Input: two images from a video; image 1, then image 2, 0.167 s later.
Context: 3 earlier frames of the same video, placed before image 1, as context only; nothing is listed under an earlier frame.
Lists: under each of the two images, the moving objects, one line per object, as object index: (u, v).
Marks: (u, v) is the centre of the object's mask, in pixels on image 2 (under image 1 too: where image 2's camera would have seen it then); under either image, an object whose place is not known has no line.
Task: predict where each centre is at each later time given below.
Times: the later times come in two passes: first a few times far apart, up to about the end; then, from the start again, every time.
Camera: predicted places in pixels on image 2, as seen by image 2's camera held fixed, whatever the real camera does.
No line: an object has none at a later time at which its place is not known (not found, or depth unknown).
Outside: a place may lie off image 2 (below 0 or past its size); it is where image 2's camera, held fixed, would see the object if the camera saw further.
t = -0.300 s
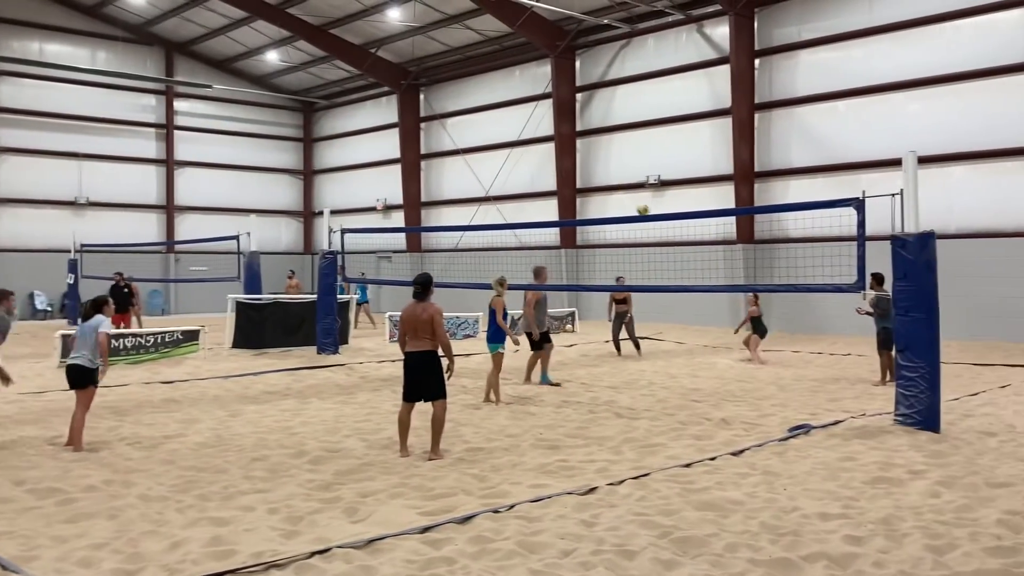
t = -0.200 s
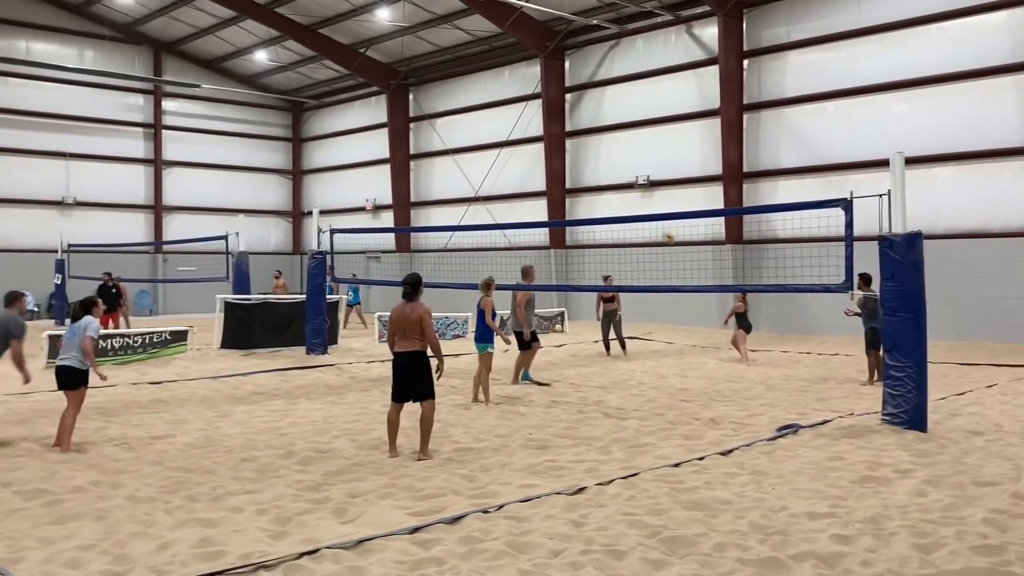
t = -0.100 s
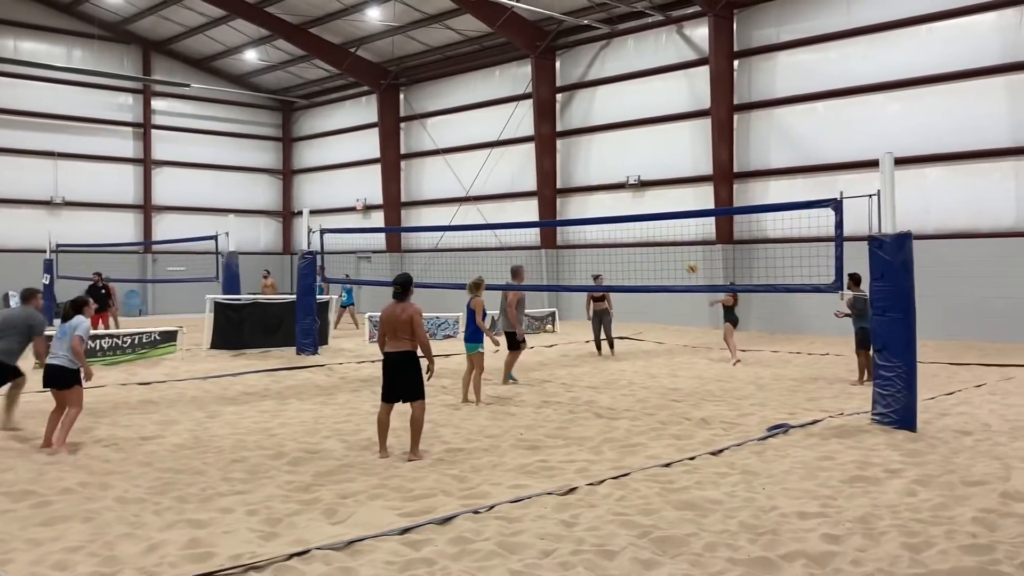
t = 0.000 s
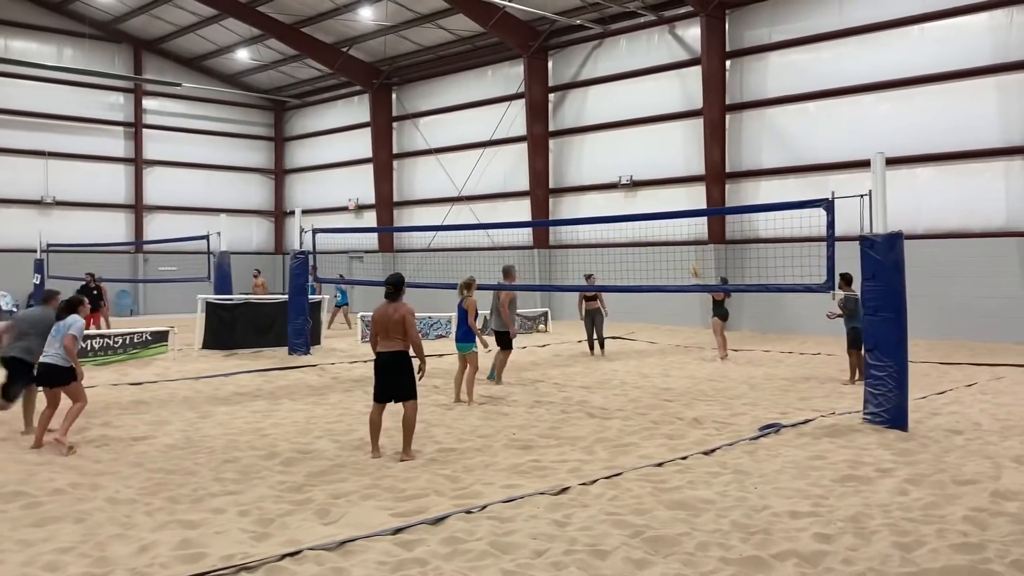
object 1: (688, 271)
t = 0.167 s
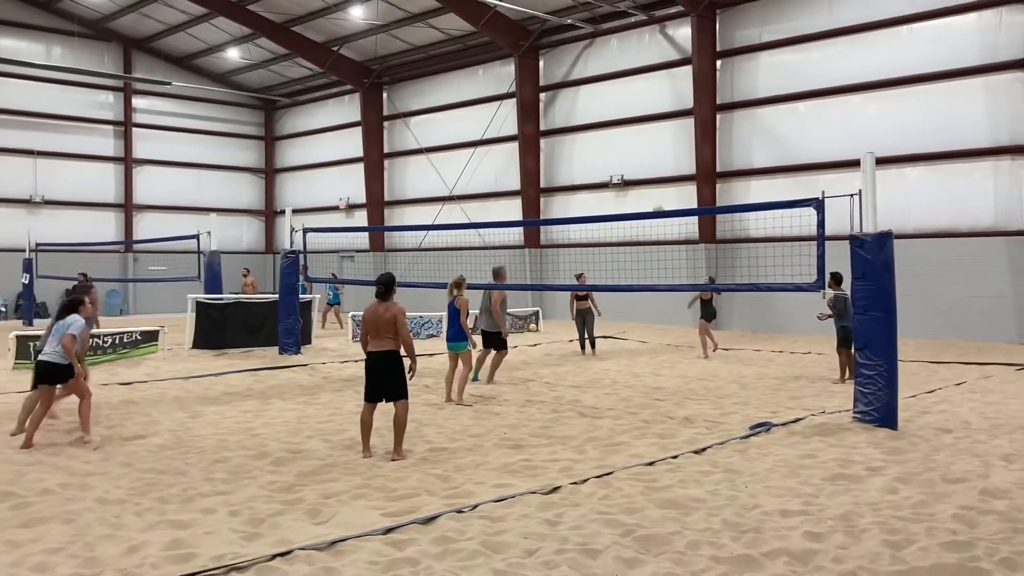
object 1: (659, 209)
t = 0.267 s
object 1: (640, 181)
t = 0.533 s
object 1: (593, 123)
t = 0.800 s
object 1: (542, 101)
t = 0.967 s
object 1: (509, 112)
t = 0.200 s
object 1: (652, 201)
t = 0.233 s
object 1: (645, 190)
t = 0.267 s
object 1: (640, 181)
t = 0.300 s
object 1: (634, 171)
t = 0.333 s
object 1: (628, 163)
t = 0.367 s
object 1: (622, 155)
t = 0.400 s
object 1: (616, 147)
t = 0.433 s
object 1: (610, 140)
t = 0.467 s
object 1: (604, 133)
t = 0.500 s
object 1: (598, 128)
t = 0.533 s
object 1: (593, 123)
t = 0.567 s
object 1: (585, 118)
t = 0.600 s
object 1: (580, 114)
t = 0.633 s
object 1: (574, 110)
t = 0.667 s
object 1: (568, 108)
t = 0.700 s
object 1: (561, 105)
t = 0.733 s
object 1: (555, 103)
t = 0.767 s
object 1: (549, 102)
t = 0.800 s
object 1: (542, 101)
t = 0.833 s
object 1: (535, 103)
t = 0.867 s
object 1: (530, 104)
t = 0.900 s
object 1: (523, 106)
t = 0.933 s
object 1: (516, 108)
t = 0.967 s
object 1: (509, 112)
